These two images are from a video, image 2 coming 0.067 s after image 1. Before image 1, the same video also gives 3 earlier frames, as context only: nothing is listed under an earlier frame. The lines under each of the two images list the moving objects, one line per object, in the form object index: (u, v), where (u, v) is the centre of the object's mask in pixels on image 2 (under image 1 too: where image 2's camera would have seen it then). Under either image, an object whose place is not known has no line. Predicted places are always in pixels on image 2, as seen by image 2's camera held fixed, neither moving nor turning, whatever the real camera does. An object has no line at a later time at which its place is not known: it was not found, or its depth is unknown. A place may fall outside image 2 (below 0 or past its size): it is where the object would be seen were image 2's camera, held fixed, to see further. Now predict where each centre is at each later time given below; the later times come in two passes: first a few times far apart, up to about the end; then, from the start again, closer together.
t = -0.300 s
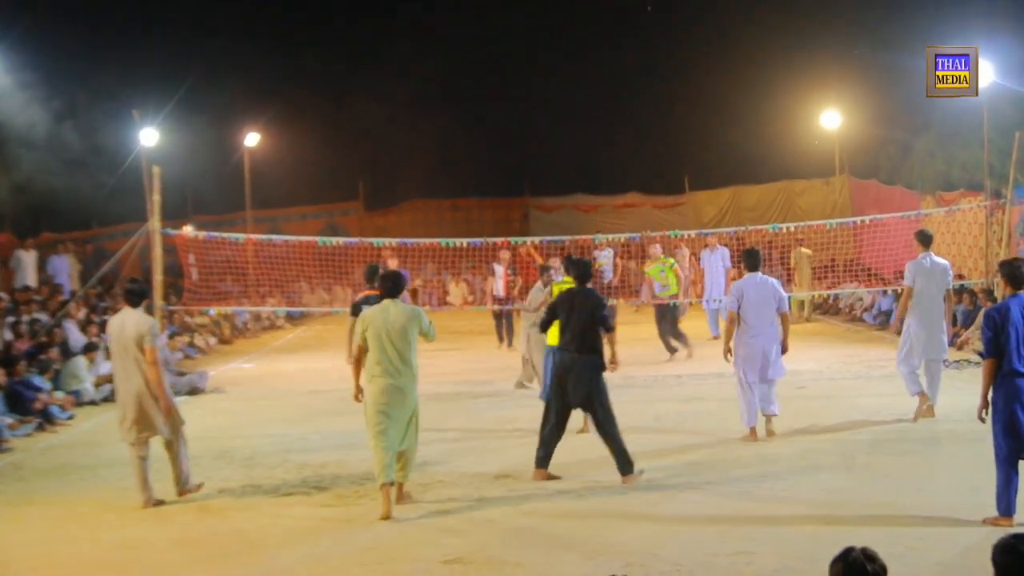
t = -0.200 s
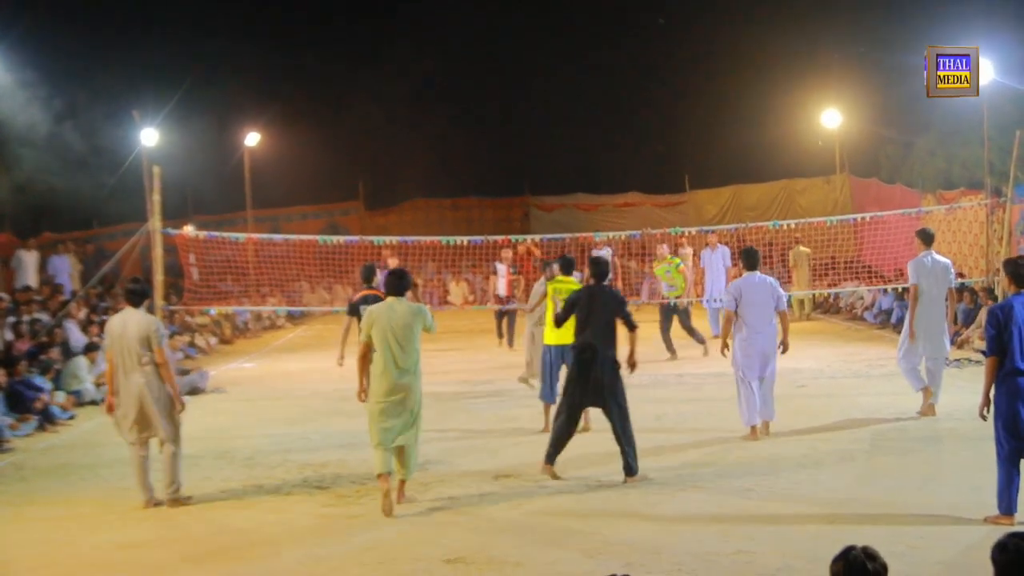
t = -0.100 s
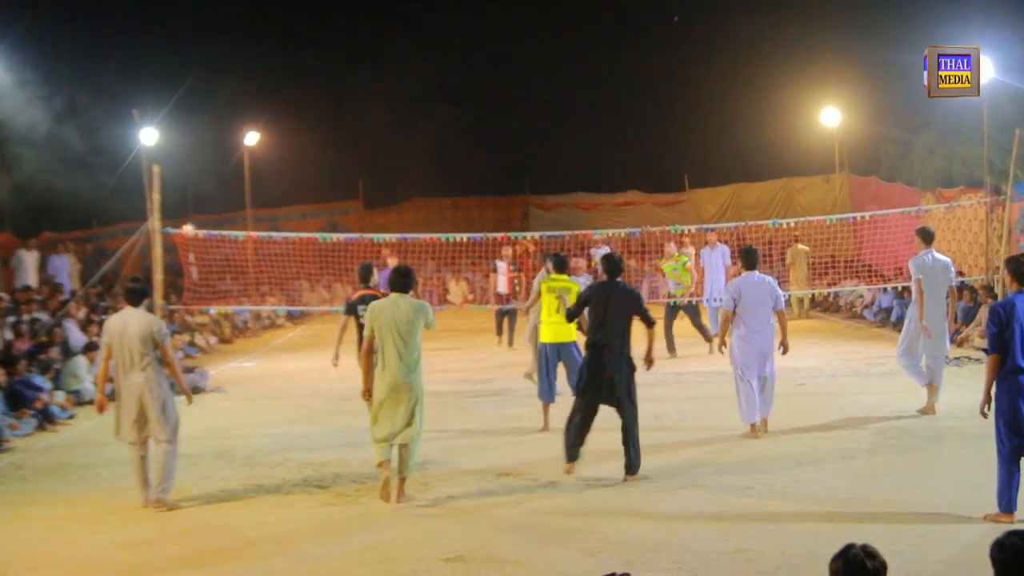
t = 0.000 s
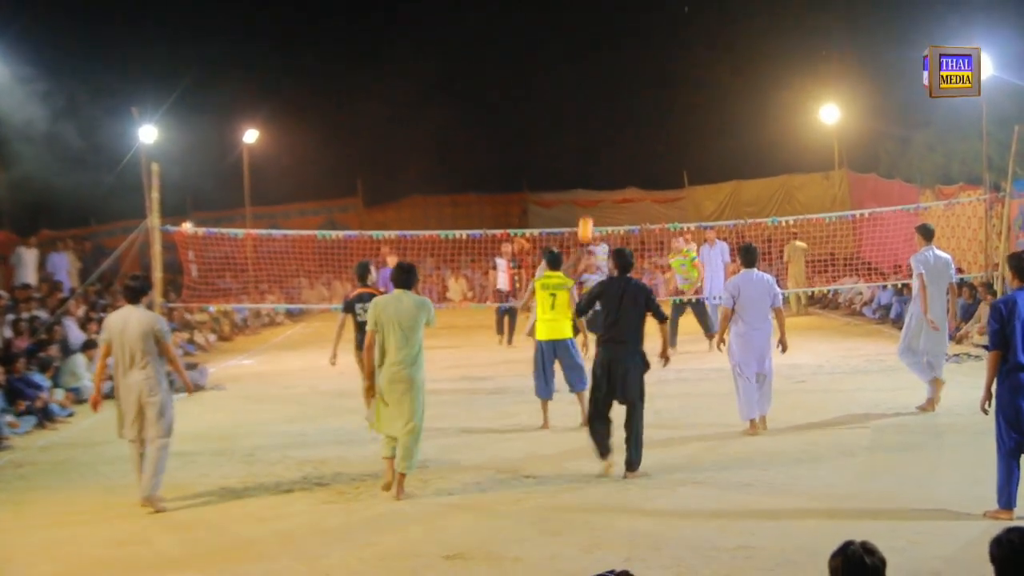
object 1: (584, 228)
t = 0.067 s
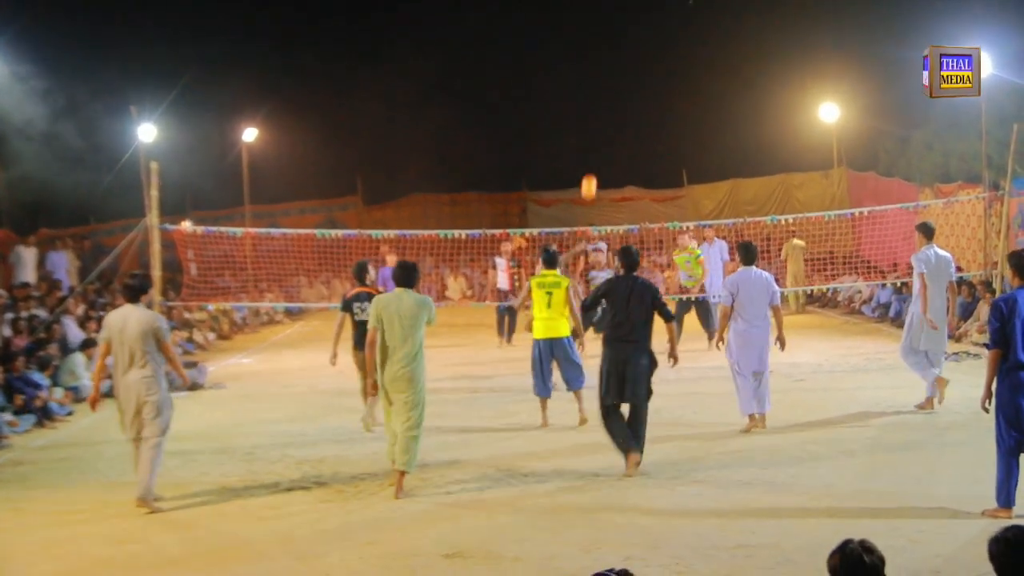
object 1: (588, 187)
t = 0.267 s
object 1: (602, 89)
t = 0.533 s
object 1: (624, 11)
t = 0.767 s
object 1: (645, -2)
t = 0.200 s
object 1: (598, 118)
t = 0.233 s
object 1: (600, 103)
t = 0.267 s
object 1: (602, 89)
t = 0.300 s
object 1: (605, 76)
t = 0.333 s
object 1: (608, 63)
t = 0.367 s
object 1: (610, 52)
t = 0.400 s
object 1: (613, 42)
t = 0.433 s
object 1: (616, 33)
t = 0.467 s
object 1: (619, 24)
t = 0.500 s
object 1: (621, 17)
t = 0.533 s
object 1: (624, 11)
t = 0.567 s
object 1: (627, 5)
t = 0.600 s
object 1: (630, 3)
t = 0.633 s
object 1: (633, 1)
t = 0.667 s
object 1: (636, 0)
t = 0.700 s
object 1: (639, -1)
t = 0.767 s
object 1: (645, -2)
